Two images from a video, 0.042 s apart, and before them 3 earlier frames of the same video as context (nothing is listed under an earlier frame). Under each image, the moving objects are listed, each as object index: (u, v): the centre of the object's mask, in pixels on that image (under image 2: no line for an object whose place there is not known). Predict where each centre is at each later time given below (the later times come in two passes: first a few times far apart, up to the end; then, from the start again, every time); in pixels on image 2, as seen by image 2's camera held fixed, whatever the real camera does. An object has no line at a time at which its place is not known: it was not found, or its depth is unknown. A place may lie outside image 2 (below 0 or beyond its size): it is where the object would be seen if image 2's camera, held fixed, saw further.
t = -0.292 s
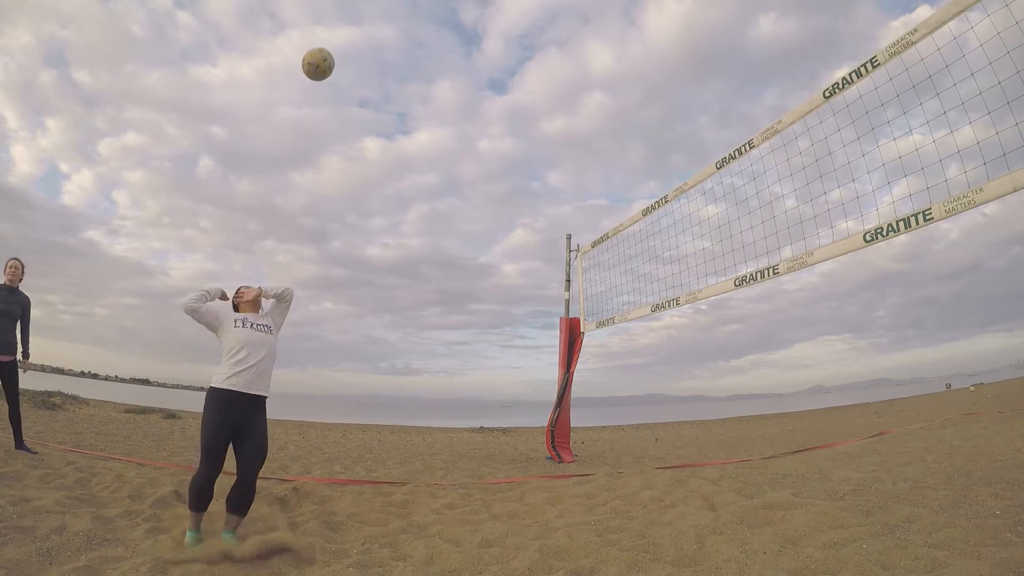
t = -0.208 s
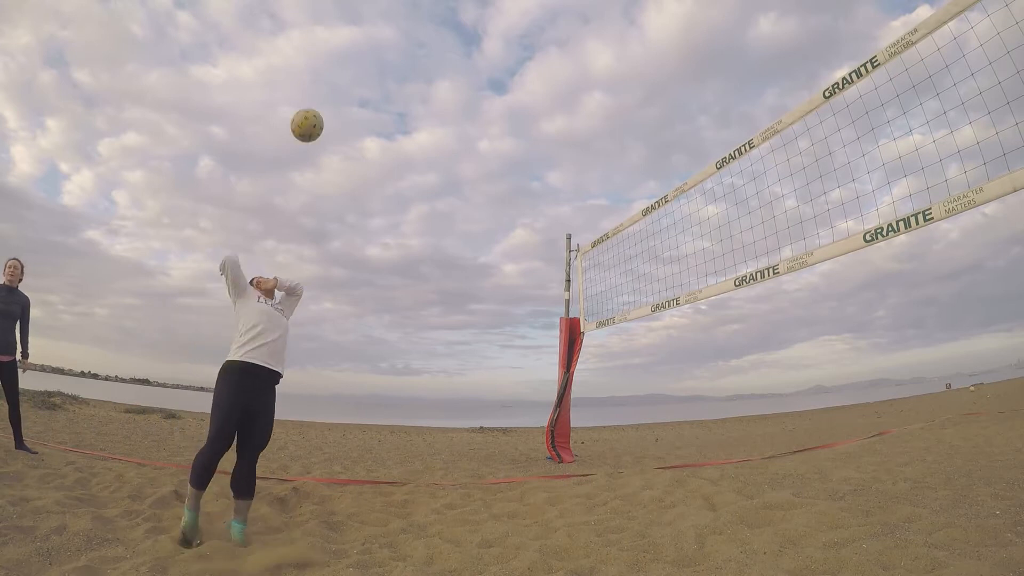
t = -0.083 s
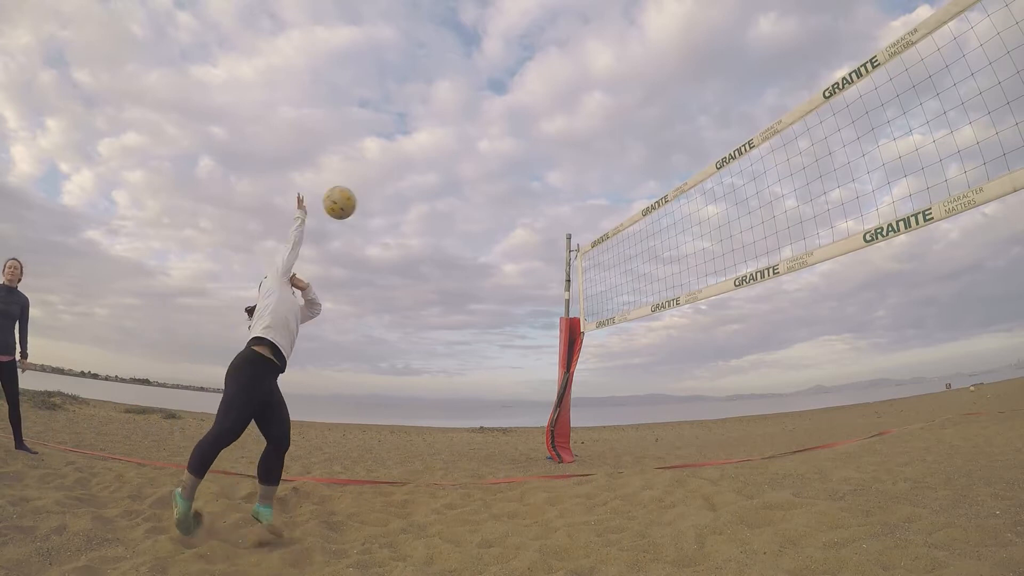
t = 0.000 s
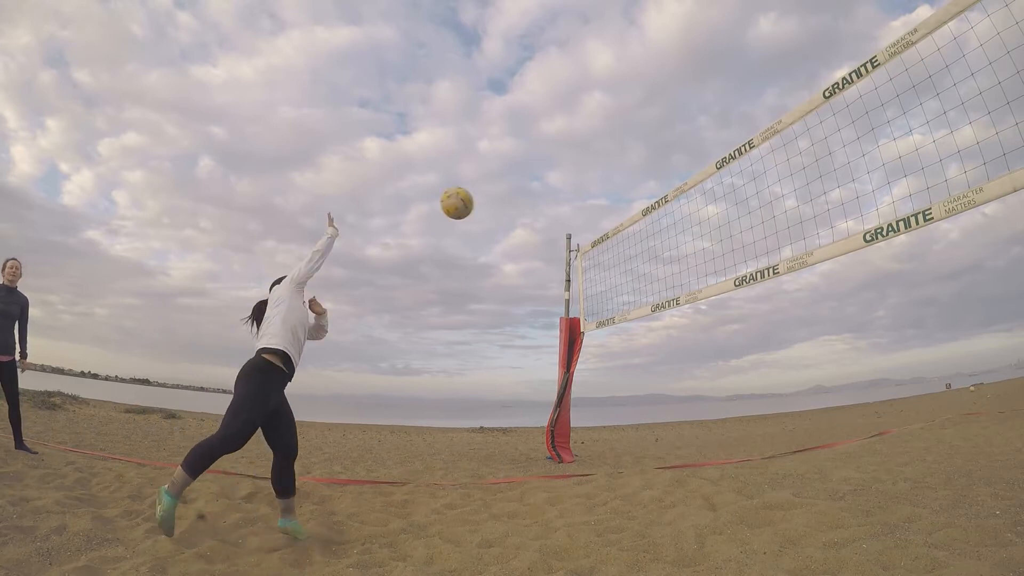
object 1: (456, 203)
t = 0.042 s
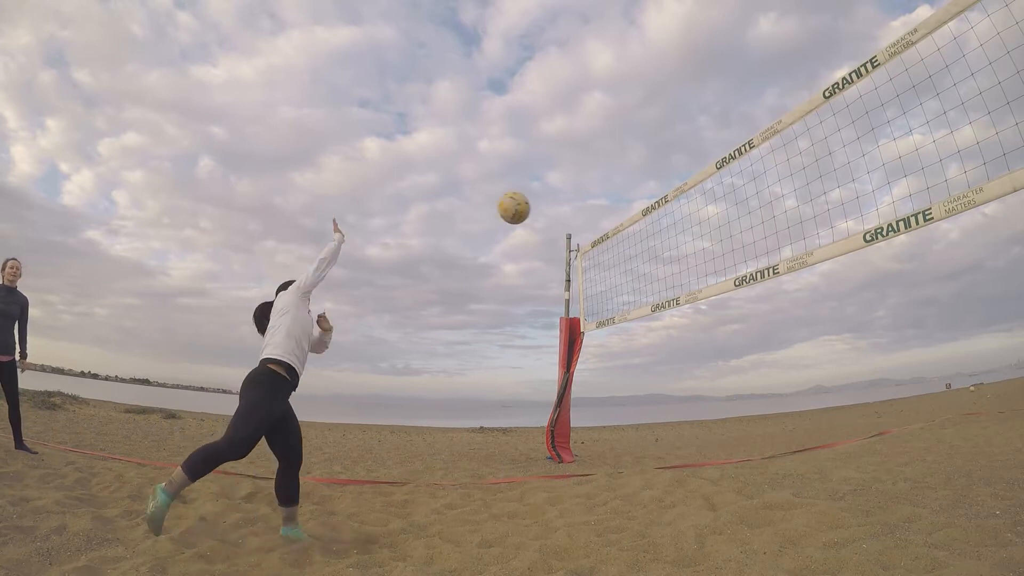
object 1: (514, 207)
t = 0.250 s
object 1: (734, 256)
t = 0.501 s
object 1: (711, 255)
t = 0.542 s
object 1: (703, 260)
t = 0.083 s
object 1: (568, 215)
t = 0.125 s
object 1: (620, 225)
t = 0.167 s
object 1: (668, 238)
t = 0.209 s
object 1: (712, 252)
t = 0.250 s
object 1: (734, 256)
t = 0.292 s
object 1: (739, 254)
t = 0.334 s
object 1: (737, 253)
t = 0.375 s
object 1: (732, 251)
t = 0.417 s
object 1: (725, 250)
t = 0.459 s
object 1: (718, 251)
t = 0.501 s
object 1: (711, 255)
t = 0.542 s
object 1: (703, 260)
